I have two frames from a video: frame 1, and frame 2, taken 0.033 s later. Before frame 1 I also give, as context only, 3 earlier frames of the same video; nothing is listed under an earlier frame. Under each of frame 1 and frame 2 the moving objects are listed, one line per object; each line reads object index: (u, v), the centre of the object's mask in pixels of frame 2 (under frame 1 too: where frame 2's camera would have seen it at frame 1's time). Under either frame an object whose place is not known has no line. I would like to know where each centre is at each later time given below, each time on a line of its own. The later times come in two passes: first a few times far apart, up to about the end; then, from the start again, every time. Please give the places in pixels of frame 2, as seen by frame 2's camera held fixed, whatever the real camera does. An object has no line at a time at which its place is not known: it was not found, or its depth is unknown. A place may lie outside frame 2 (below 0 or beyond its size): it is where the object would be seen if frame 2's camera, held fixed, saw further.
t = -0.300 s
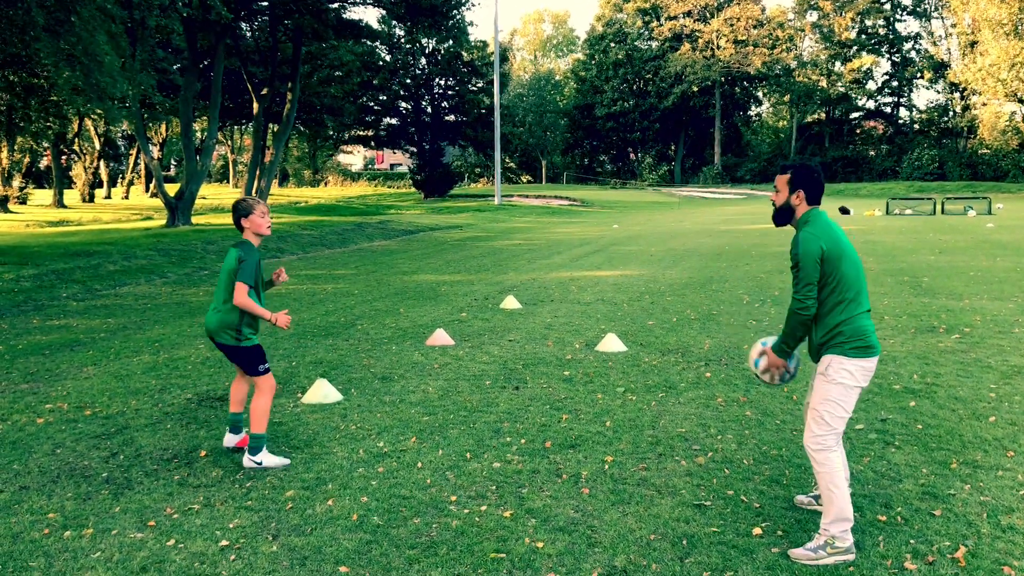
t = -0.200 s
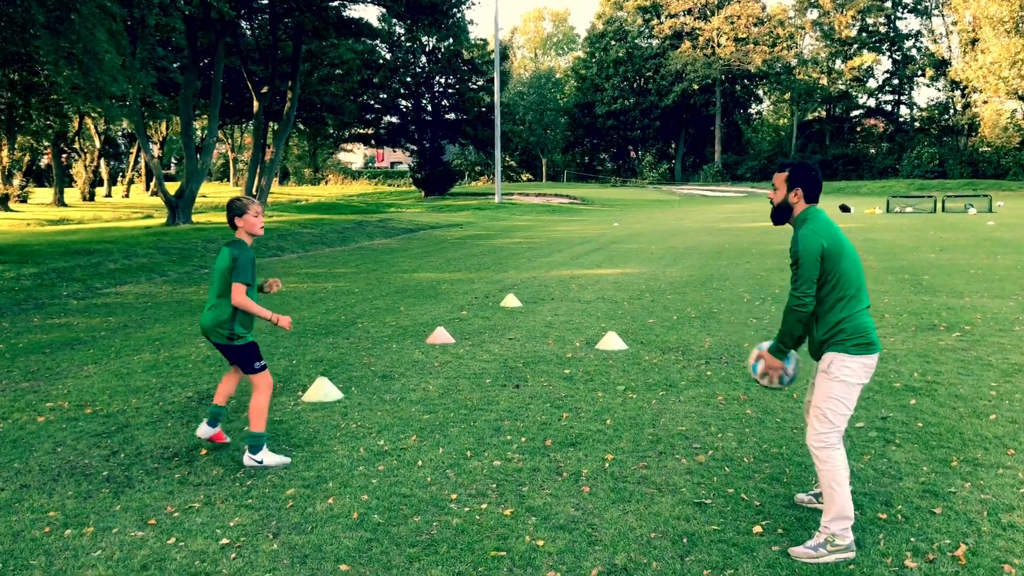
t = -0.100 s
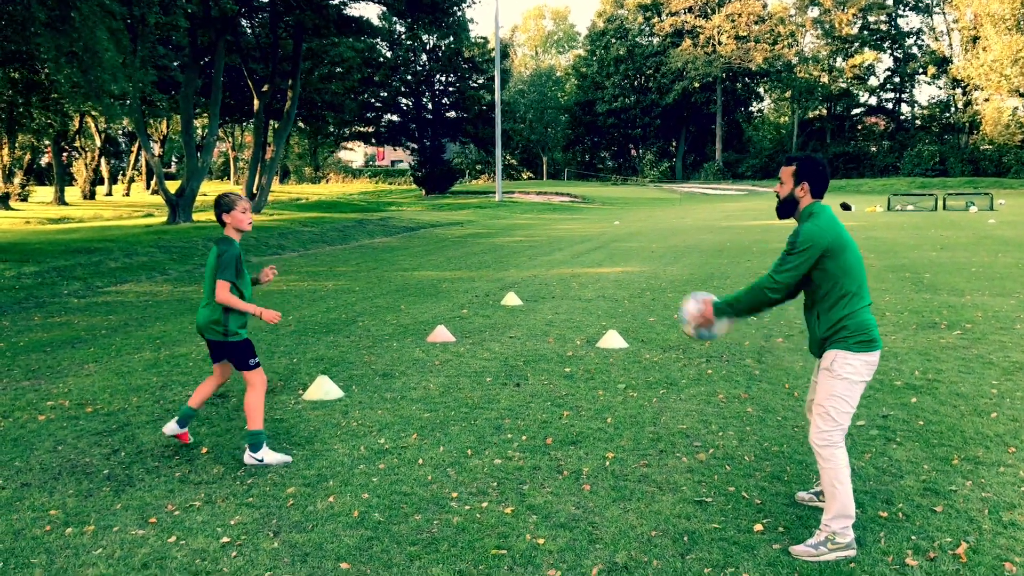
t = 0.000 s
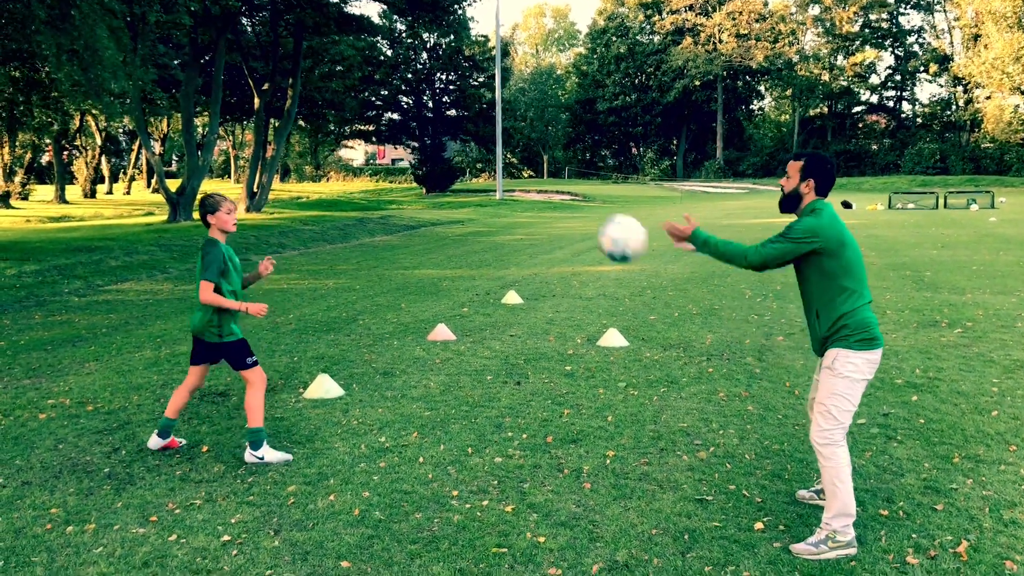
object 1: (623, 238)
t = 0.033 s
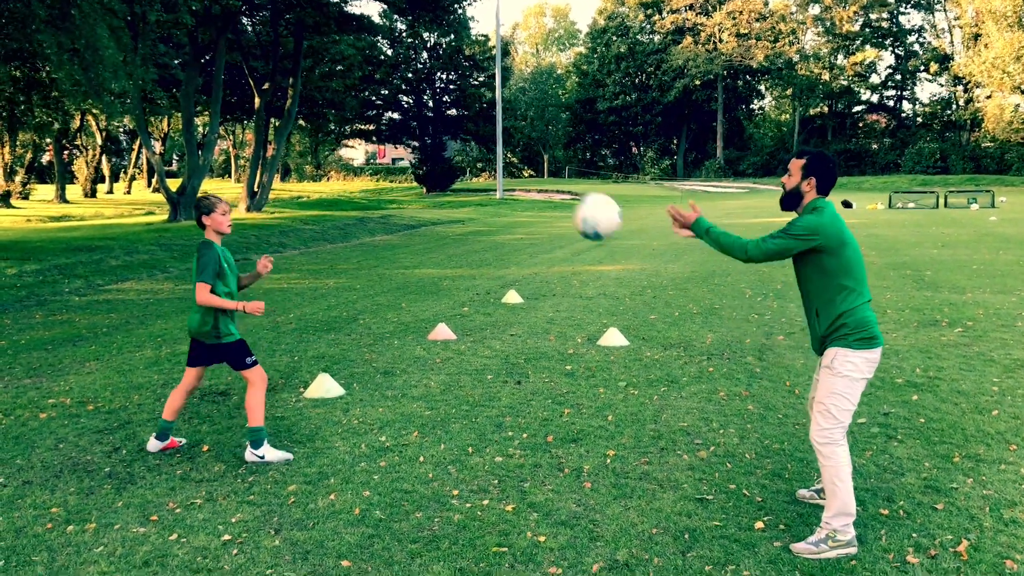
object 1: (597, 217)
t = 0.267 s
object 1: (435, 134)
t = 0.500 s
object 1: (297, 163)
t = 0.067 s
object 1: (573, 198)
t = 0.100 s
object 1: (548, 181)
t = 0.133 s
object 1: (525, 166)
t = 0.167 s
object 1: (501, 155)
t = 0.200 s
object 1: (478, 145)
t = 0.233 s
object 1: (456, 138)
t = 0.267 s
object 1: (435, 134)
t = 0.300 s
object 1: (413, 132)
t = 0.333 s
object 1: (393, 132)
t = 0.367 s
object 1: (373, 134)
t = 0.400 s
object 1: (353, 138)
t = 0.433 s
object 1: (333, 144)
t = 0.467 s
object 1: (315, 153)
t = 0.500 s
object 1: (297, 163)
